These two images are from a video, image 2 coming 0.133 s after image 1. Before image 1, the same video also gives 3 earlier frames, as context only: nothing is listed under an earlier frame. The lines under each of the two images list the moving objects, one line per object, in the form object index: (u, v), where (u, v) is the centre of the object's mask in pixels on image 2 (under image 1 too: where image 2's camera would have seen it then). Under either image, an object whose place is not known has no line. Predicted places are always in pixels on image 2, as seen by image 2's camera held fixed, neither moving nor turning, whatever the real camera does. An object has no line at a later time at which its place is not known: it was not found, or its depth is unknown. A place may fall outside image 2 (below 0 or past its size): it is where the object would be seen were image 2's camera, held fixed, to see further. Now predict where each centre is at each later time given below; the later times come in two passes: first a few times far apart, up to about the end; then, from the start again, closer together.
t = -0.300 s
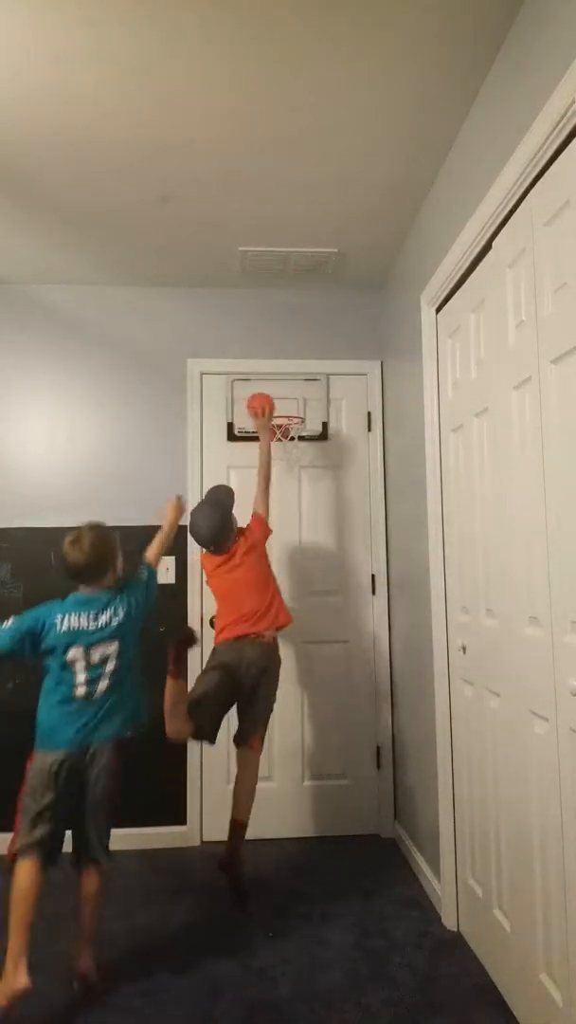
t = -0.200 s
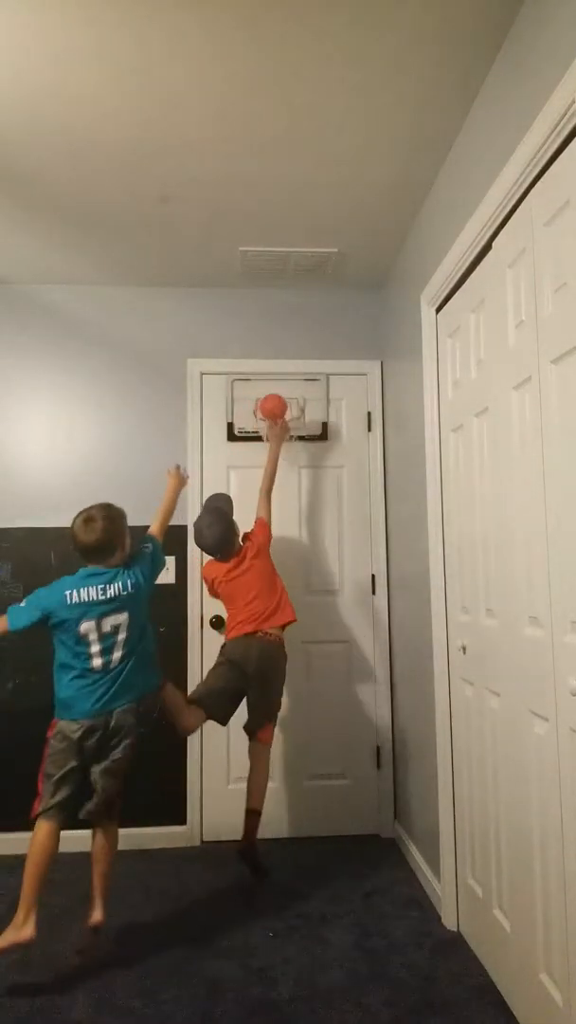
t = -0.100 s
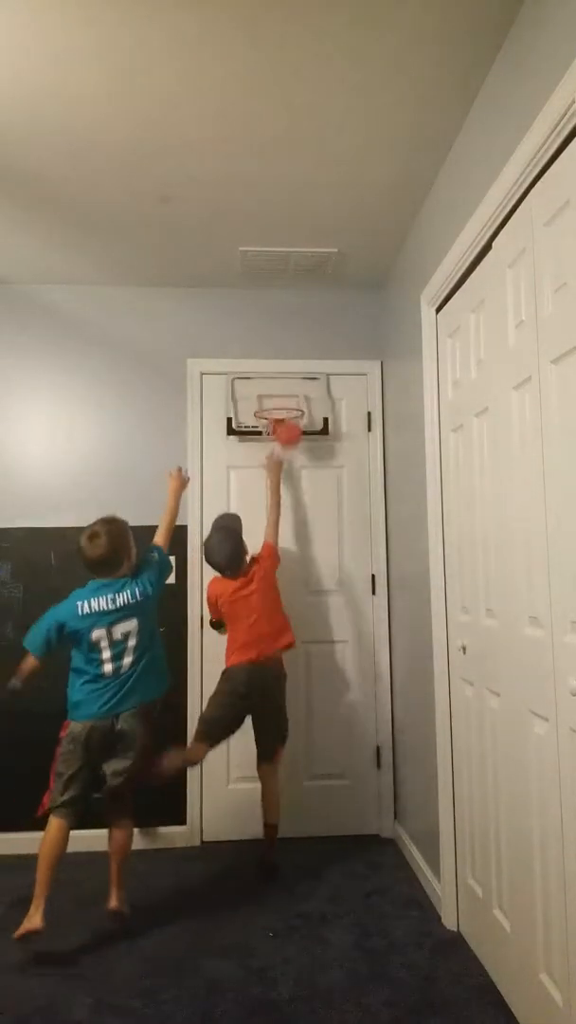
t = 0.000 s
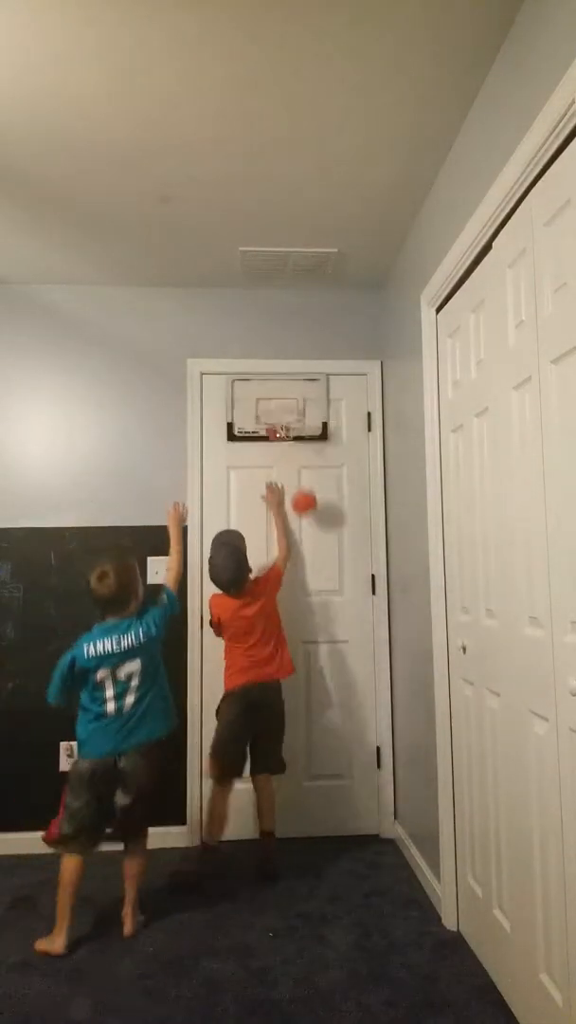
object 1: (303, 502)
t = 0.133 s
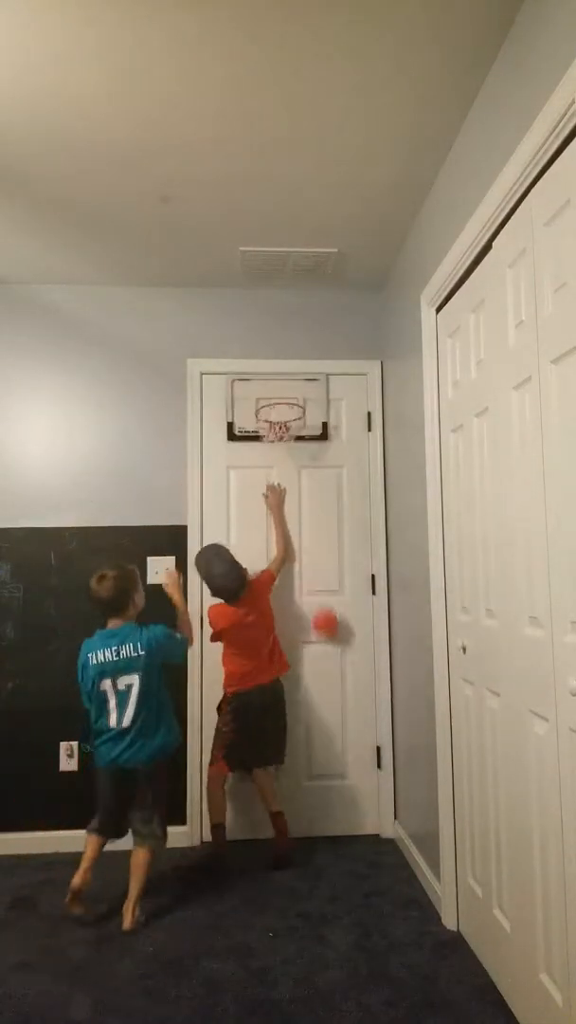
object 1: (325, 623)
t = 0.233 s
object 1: (340, 723)
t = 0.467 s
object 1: (362, 771)
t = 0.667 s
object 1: (373, 736)
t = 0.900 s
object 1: (393, 848)
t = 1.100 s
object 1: (416, 942)
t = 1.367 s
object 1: (462, 991)
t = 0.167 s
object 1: (331, 660)
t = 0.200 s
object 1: (335, 693)
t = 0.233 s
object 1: (340, 723)
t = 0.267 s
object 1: (346, 758)
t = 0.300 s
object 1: (352, 798)
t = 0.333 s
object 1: (357, 836)
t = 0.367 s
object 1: (359, 822)
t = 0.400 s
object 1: (360, 803)
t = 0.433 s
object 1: (361, 786)
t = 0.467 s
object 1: (362, 771)
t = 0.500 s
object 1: (364, 758)
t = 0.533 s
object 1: (365, 748)
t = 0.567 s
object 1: (367, 740)
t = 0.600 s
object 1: (369, 736)
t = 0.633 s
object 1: (371, 734)
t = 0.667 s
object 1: (373, 736)
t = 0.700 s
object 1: (375, 740)
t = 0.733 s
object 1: (378, 748)
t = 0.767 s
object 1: (380, 760)
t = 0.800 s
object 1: (382, 775)
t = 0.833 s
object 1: (386, 794)
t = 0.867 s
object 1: (390, 820)
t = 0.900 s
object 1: (393, 848)
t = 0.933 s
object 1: (396, 881)
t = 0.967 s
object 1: (400, 921)
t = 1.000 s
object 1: (404, 969)
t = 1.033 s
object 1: (409, 972)
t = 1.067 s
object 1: (413, 954)
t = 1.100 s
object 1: (416, 942)
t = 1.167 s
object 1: (425, 925)
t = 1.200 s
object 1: (430, 923)
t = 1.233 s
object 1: (436, 925)
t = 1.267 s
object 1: (442, 933)
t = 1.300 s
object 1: (447, 945)
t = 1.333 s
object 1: (454, 964)
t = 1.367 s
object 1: (462, 991)
